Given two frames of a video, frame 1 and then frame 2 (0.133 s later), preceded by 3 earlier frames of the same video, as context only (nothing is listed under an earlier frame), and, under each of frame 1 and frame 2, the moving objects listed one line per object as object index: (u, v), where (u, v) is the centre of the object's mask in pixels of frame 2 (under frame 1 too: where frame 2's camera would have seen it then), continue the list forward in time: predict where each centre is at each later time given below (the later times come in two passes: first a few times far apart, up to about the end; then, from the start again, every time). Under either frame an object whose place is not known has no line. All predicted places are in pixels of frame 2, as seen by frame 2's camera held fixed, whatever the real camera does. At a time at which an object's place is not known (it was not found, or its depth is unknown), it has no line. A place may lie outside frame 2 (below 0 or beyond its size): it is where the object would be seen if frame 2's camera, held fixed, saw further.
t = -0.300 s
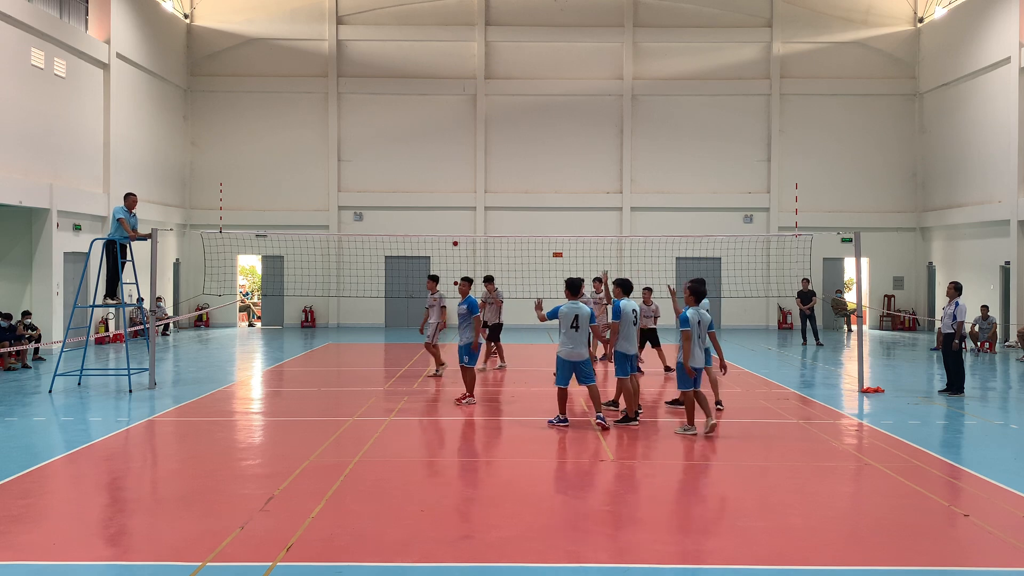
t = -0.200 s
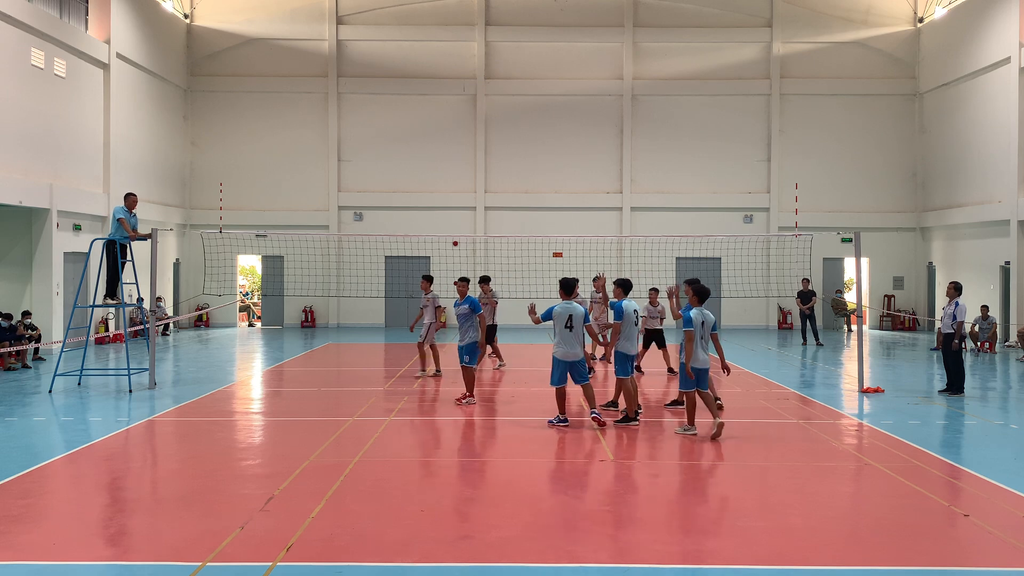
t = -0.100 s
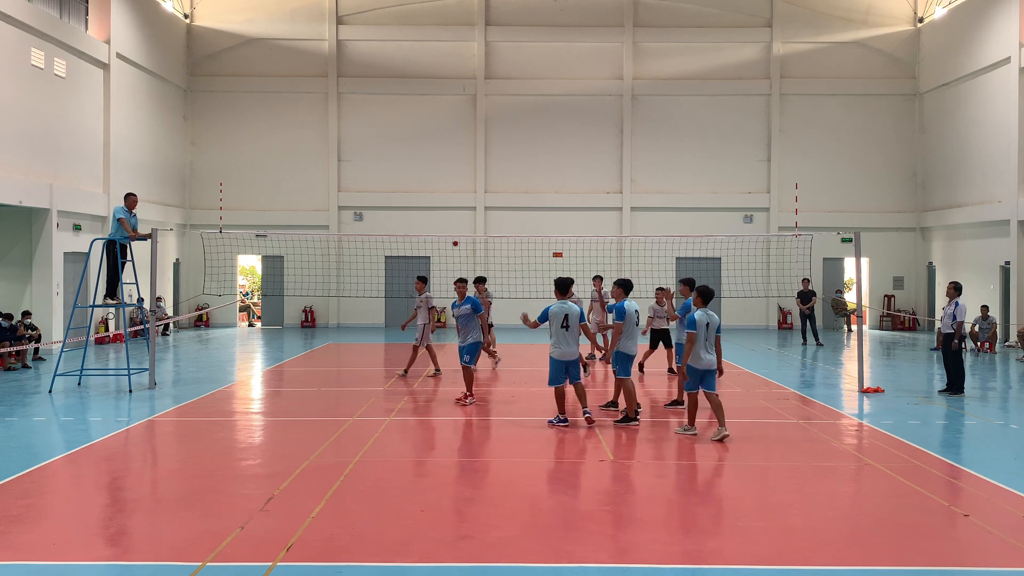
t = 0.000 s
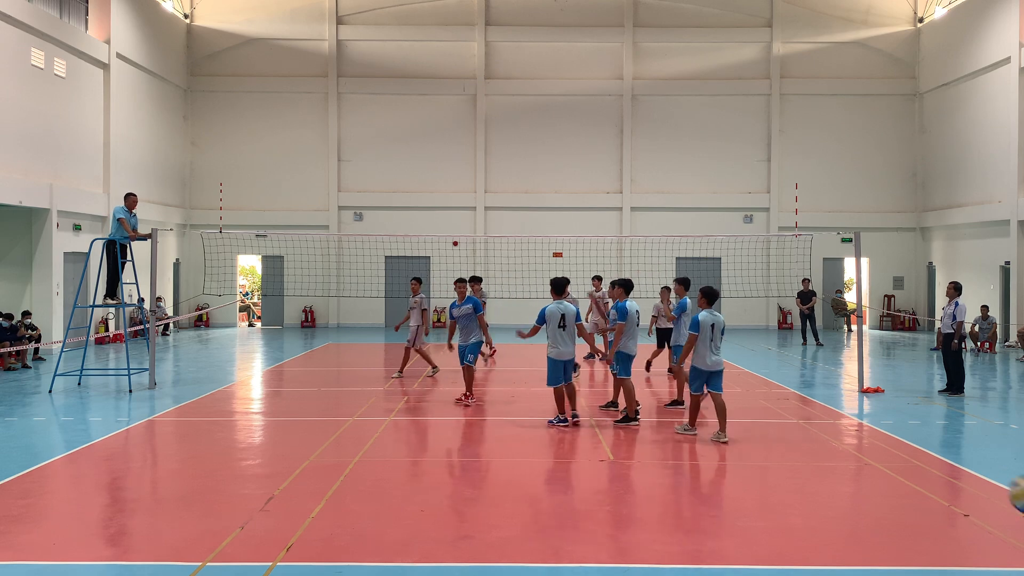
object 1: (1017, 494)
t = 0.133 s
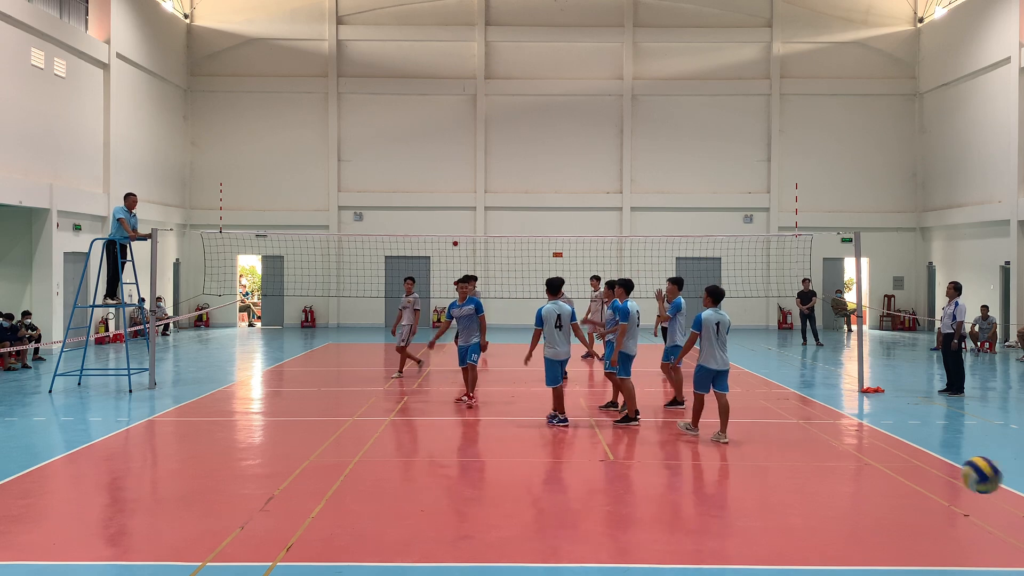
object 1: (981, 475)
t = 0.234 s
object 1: (948, 481)
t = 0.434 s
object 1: (891, 535)
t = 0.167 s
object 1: (971, 475)
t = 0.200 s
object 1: (959, 476)
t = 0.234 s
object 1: (948, 481)
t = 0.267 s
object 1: (938, 486)
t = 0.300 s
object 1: (928, 493)
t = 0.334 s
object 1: (919, 501)
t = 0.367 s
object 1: (909, 511)
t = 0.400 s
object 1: (900, 522)
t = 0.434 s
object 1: (891, 535)
